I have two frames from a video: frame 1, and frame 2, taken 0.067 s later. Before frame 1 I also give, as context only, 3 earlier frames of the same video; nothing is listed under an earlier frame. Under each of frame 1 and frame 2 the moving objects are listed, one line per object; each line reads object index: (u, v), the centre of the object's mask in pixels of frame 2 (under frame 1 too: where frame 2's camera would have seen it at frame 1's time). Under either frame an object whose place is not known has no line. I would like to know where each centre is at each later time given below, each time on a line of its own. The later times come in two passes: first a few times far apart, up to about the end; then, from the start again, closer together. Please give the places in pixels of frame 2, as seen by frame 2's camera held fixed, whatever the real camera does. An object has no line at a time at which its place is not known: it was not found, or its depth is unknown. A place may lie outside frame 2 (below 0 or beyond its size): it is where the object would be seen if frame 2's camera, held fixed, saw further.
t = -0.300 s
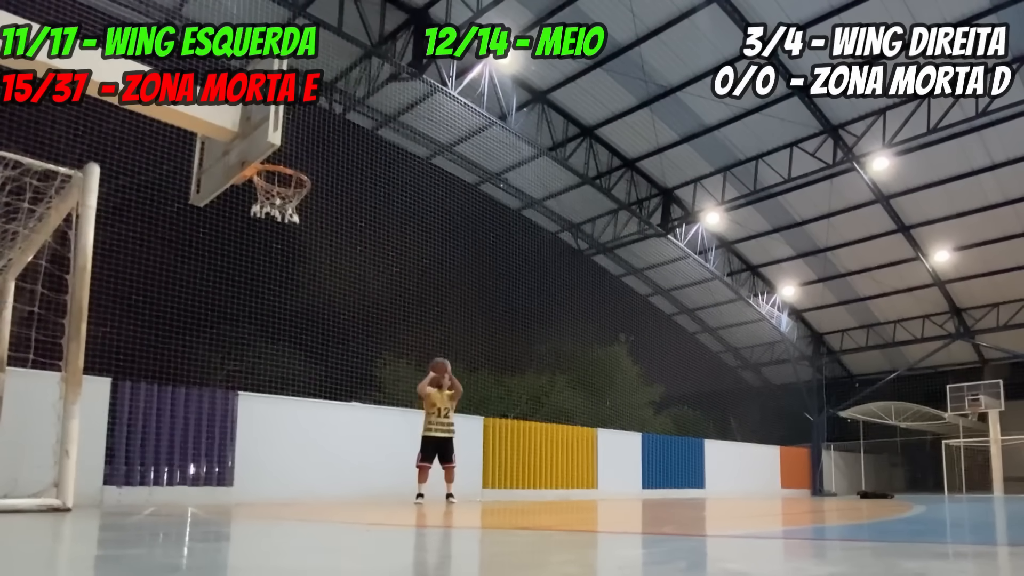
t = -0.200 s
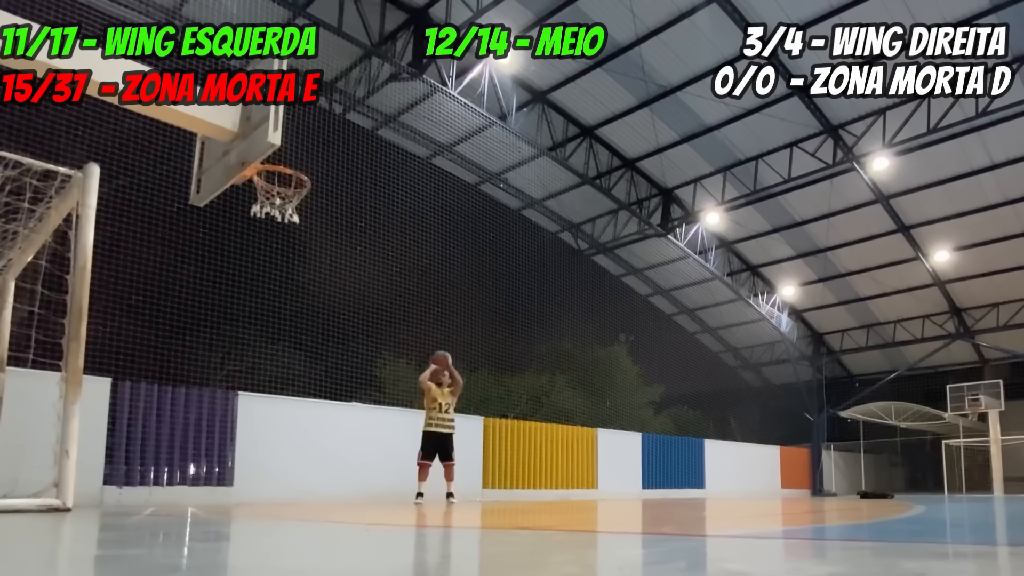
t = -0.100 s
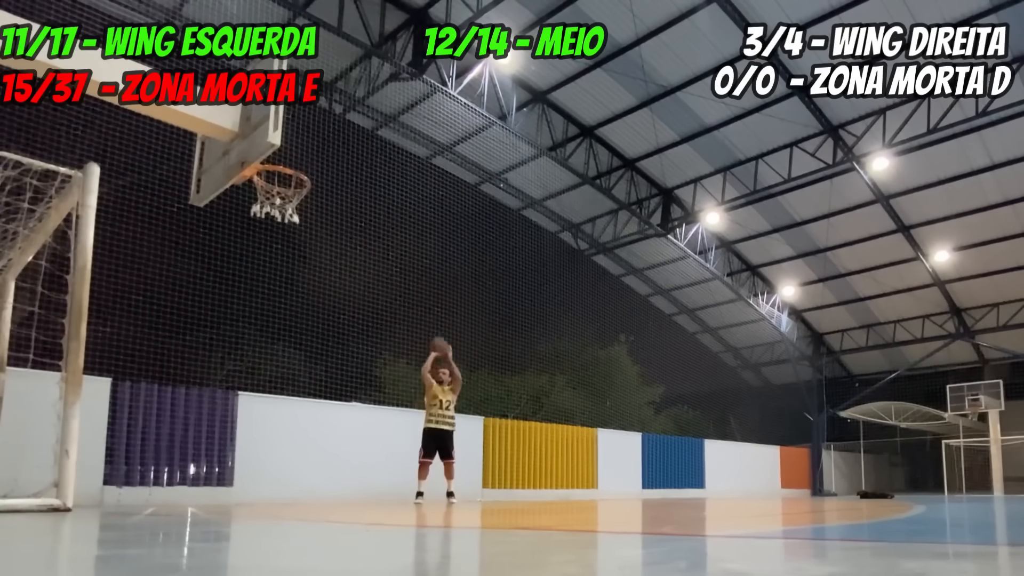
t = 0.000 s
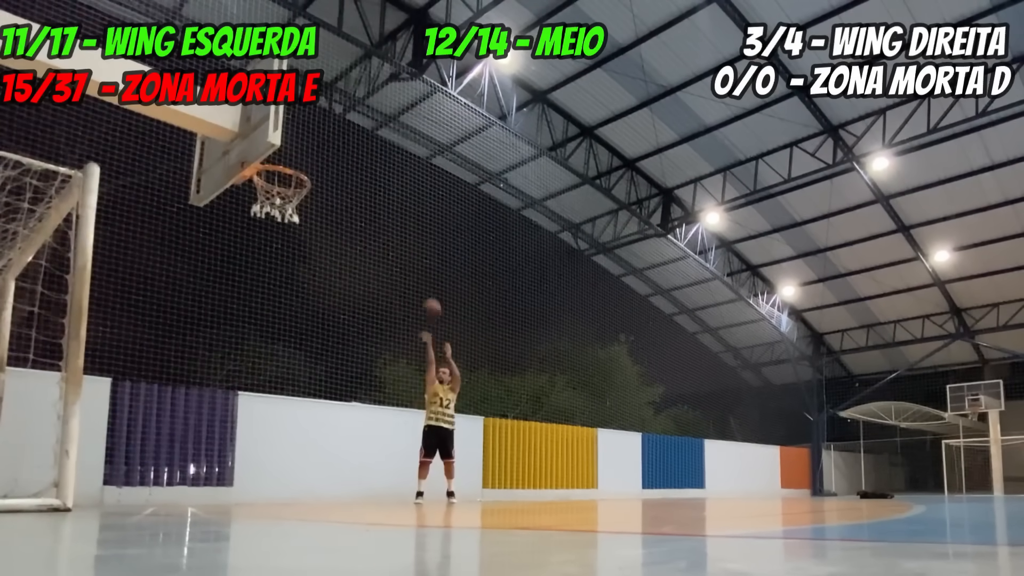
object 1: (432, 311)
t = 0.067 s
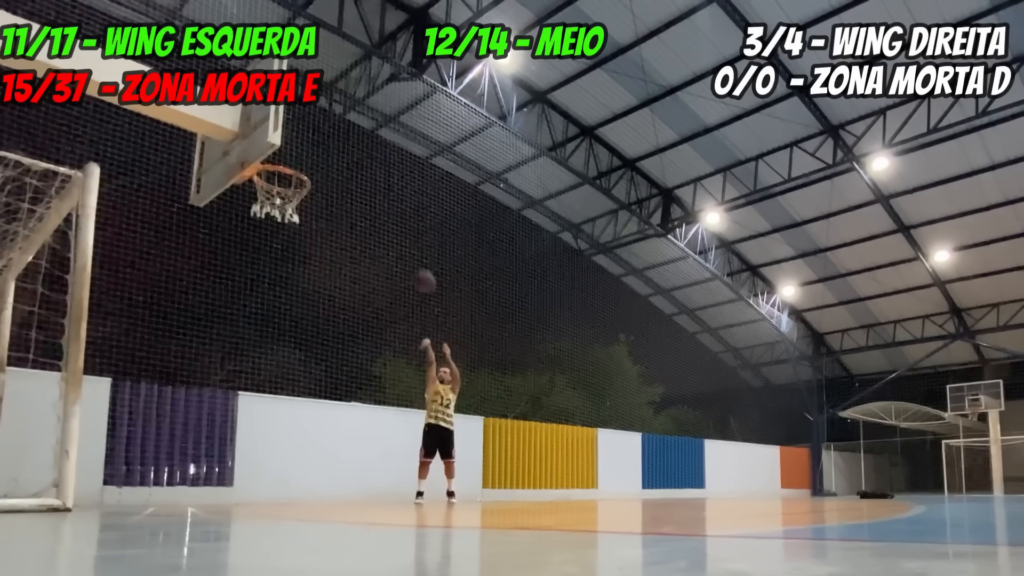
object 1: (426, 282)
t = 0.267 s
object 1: (404, 209)
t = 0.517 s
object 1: (374, 151)
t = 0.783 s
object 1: (335, 139)
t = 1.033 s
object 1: (283, 181)
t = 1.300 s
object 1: (275, 209)
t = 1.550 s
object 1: (289, 286)
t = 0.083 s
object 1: (425, 275)
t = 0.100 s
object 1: (422, 267)
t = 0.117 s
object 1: (421, 261)
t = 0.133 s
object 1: (419, 254)
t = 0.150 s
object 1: (417, 248)
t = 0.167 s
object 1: (416, 241)
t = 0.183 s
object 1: (414, 235)
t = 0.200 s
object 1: (412, 229)
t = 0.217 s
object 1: (410, 225)
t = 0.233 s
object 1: (408, 219)
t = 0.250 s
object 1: (407, 213)
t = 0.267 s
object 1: (404, 209)
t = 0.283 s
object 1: (403, 204)
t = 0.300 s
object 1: (401, 199)
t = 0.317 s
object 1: (398, 193)
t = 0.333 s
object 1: (397, 189)
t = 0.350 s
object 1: (394, 185)
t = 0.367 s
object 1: (393, 181)
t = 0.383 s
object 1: (390, 177)
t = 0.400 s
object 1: (389, 173)
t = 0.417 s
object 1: (386, 170)
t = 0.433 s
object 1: (385, 166)
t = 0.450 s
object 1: (383, 163)
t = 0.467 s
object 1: (381, 160)
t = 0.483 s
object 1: (378, 158)
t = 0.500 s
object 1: (376, 154)
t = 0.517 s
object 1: (374, 151)
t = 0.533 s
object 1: (372, 150)
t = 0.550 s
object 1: (369, 147)
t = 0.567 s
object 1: (367, 145)
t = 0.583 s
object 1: (363, 144)
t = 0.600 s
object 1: (361, 142)
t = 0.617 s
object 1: (360, 141)
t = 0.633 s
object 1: (358, 140)
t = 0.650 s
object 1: (356, 139)
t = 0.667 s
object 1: (353, 138)
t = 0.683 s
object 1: (351, 138)
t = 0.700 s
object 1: (347, 138)
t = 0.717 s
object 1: (344, 137)
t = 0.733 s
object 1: (342, 137)
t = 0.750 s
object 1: (339, 138)
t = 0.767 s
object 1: (336, 140)
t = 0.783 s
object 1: (335, 139)
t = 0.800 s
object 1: (331, 141)
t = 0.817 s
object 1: (329, 142)
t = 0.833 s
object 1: (325, 145)
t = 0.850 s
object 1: (322, 148)
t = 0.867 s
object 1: (320, 149)
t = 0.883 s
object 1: (317, 153)
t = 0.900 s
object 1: (313, 155)
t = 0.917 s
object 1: (311, 157)
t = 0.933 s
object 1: (306, 162)
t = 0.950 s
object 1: (304, 164)
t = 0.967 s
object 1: (303, 167)
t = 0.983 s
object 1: (299, 173)
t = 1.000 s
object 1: (297, 173)
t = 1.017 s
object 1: (289, 178)
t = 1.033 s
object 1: (283, 181)
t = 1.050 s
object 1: (283, 182)
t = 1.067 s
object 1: (271, 182)
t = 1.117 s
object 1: (260, 185)
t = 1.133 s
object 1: (259, 185)
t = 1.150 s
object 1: (260, 187)
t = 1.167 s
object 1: (261, 190)
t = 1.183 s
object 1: (263, 191)
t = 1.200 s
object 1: (263, 193)
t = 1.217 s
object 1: (263, 195)
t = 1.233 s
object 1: (266, 196)
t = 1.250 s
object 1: (271, 201)
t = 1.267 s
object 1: (271, 205)
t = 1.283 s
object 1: (272, 207)
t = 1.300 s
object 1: (275, 209)
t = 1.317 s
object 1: (274, 213)
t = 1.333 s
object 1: (271, 220)
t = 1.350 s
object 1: (279, 224)
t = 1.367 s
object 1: (275, 224)
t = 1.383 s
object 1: (277, 231)
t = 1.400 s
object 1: (277, 234)
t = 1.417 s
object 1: (279, 237)
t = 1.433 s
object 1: (281, 243)
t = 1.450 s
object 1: (282, 249)
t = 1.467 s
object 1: (282, 255)
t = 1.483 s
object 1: (284, 260)
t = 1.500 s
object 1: (286, 267)
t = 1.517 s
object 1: (287, 273)
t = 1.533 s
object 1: (288, 279)
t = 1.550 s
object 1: (289, 286)
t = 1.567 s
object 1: (290, 294)
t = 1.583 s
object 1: (291, 301)
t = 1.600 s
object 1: (293, 307)
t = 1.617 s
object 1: (294, 316)
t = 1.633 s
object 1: (295, 324)
